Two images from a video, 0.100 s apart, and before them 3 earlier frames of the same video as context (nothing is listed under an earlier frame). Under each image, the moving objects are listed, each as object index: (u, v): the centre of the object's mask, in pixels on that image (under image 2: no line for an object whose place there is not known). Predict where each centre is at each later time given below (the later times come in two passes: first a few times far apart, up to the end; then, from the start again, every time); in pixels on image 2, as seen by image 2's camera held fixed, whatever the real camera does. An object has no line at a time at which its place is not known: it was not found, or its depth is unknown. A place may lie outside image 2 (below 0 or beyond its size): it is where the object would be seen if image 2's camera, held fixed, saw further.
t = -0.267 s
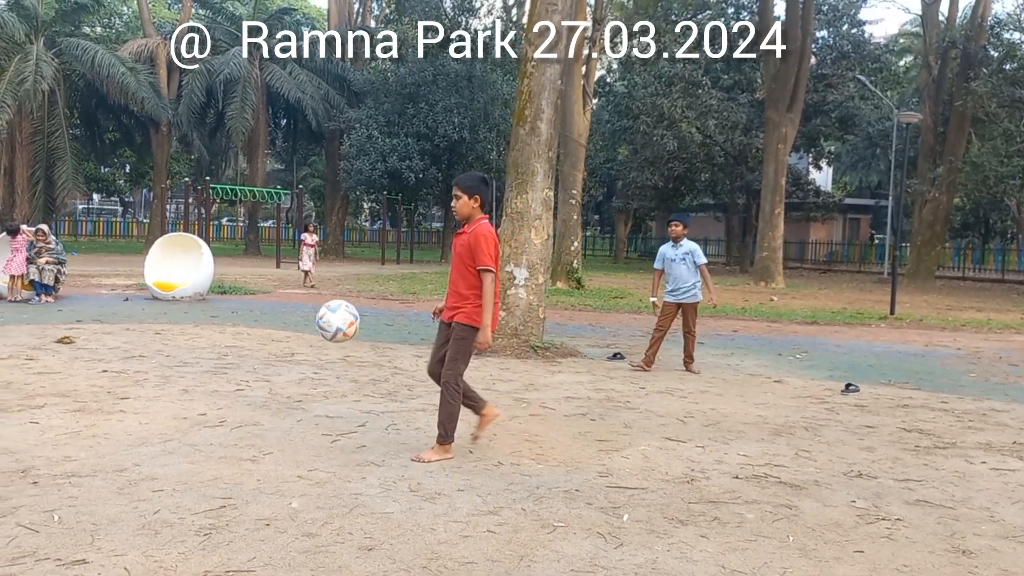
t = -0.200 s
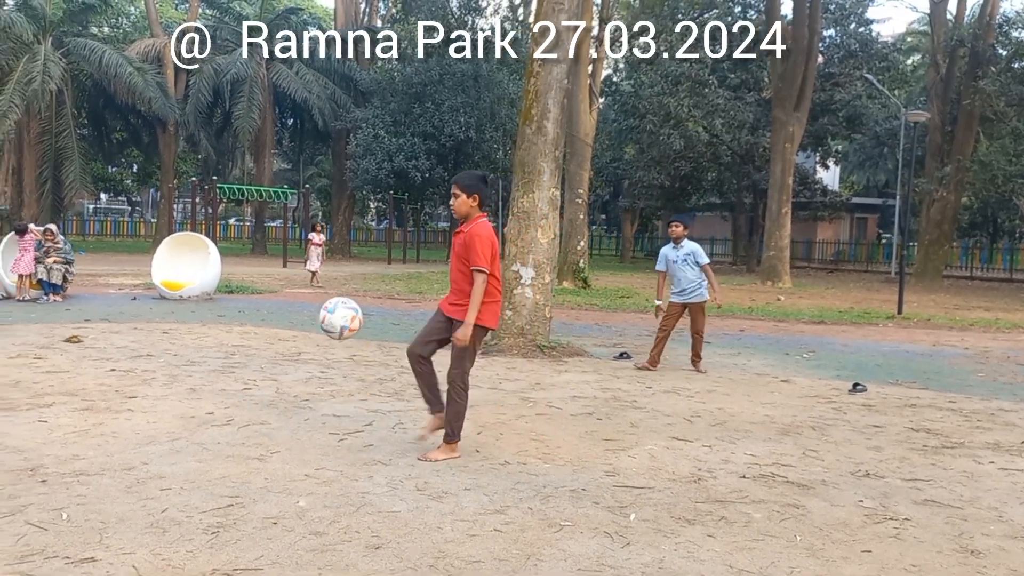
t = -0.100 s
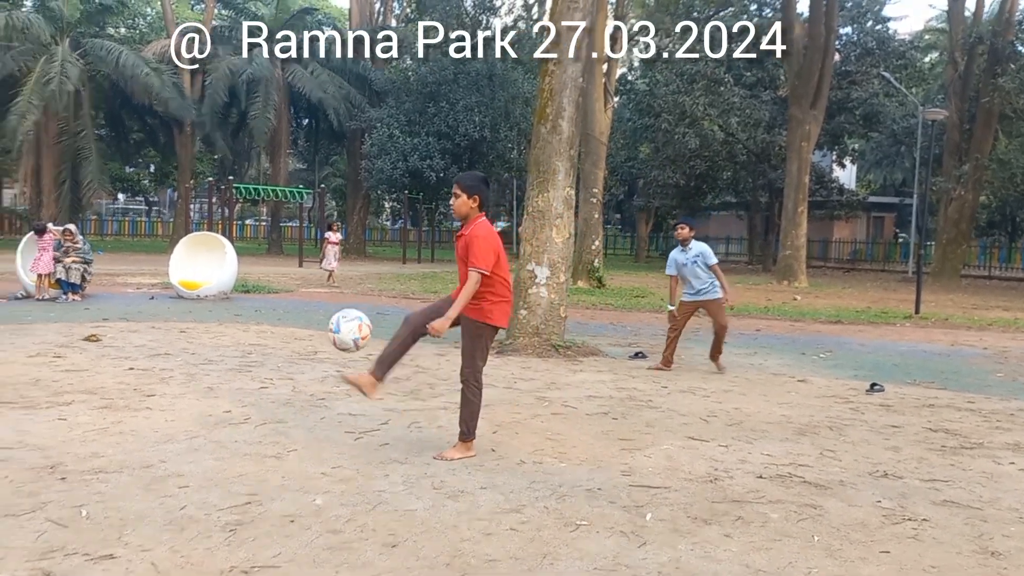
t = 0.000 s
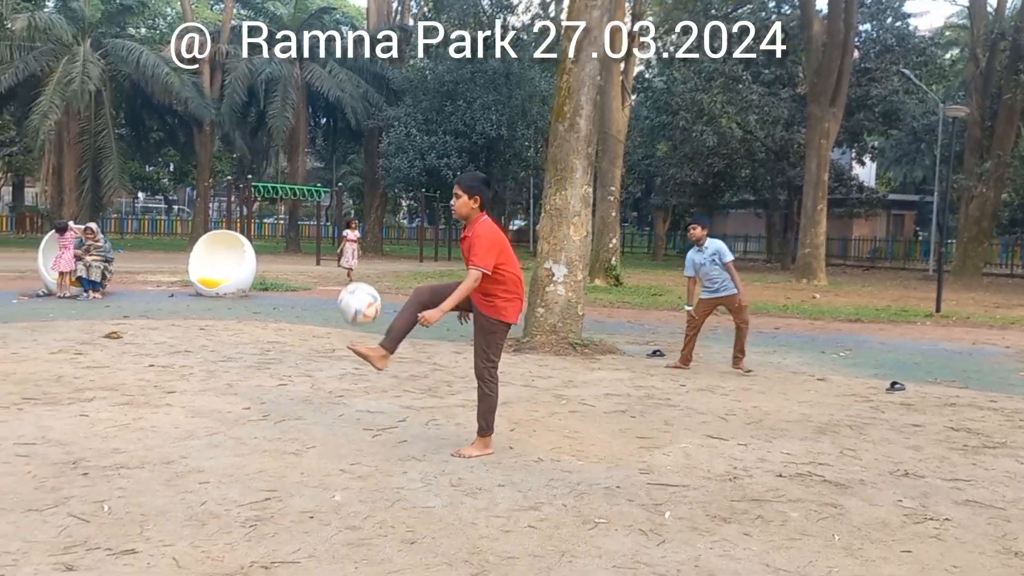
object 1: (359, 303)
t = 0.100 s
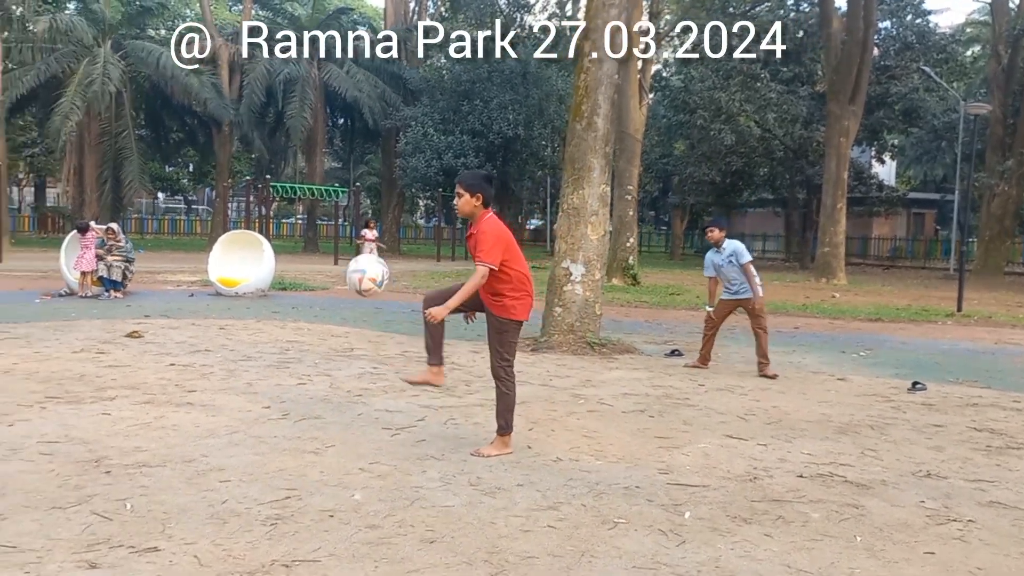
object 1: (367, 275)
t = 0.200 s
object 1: (355, 265)
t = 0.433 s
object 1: (328, 316)
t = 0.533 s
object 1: (315, 371)
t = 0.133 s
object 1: (363, 269)
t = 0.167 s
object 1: (360, 266)
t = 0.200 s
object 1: (355, 265)
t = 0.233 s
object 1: (352, 266)
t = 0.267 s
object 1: (348, 269)
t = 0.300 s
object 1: (345, 274)
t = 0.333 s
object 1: (341, 281)
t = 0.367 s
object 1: (337, 290)
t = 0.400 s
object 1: (333, 302)
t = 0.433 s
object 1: (328, 316)
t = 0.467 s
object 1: (325, 332)
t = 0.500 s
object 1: (320, 352)
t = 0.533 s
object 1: (315, 371)
